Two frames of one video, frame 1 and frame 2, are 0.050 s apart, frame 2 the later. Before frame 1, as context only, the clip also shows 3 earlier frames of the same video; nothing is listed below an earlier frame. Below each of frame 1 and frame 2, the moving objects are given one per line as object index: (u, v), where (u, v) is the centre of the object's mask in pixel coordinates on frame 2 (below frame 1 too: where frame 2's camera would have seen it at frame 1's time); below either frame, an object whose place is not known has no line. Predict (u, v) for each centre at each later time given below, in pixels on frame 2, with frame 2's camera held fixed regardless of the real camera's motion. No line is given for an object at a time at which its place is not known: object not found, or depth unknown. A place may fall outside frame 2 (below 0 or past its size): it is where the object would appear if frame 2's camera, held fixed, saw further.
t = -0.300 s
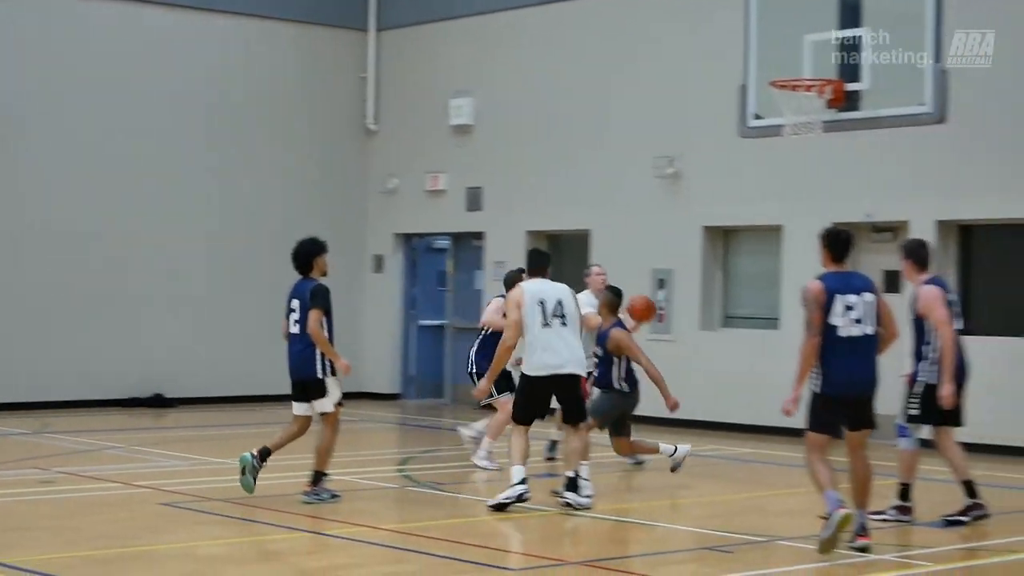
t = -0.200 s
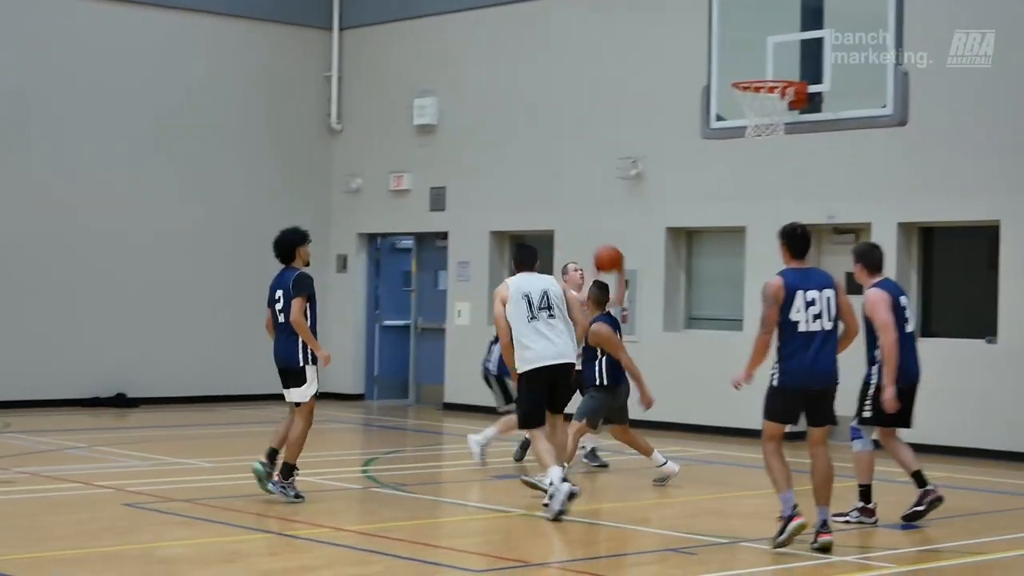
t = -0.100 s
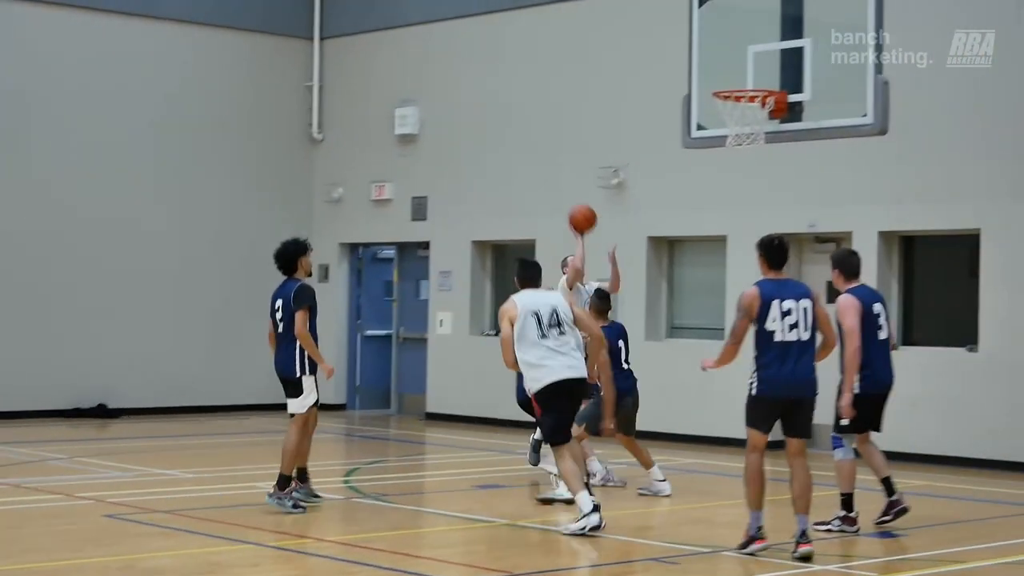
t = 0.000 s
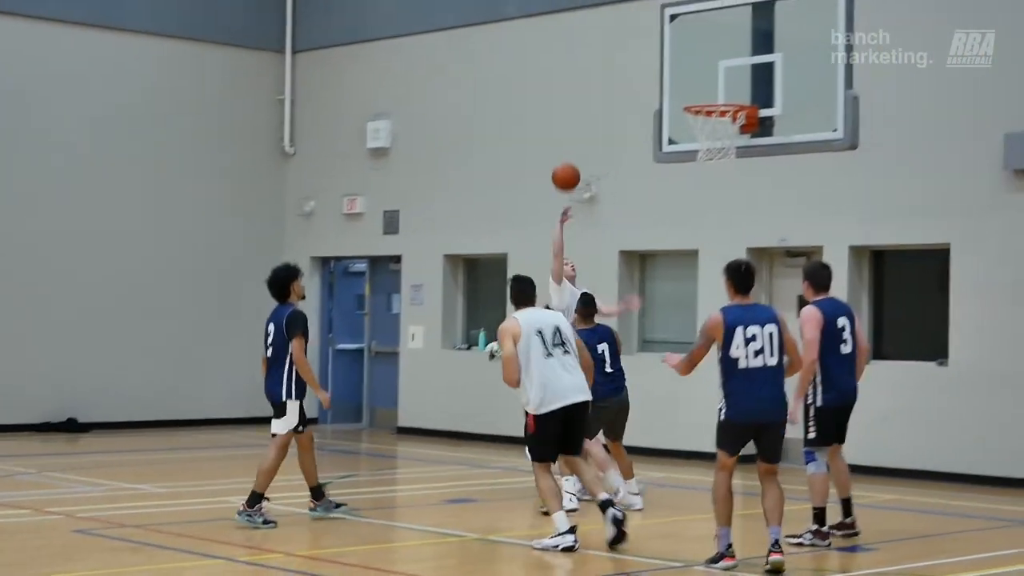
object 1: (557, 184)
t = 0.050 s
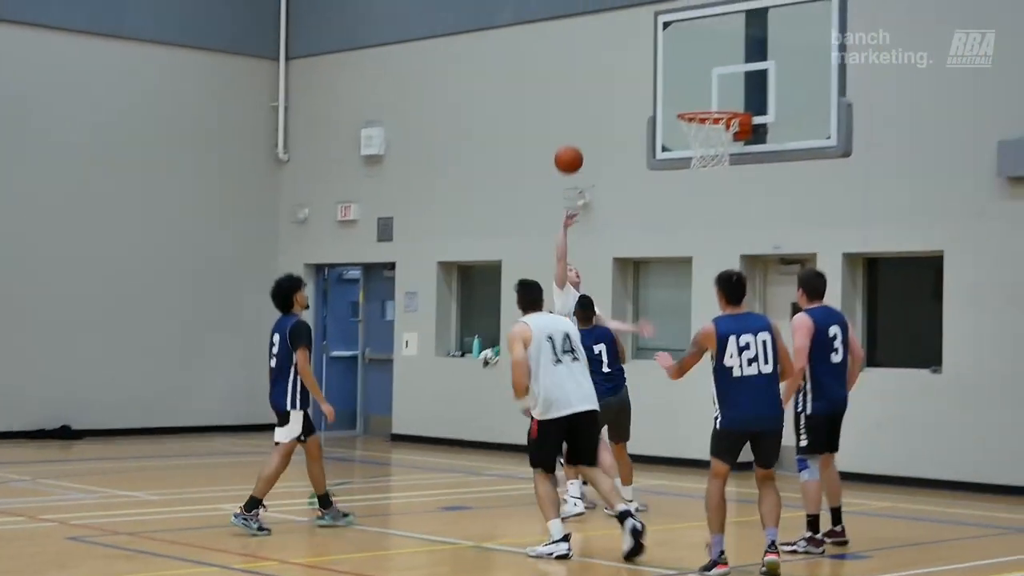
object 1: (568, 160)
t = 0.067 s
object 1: (571, 153)
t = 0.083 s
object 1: (574, 145)
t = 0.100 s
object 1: (577, 138)
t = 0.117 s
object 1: (580, 133)
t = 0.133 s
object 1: (583, 126)
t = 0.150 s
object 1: (586, 121)
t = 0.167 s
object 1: (590, 115)
